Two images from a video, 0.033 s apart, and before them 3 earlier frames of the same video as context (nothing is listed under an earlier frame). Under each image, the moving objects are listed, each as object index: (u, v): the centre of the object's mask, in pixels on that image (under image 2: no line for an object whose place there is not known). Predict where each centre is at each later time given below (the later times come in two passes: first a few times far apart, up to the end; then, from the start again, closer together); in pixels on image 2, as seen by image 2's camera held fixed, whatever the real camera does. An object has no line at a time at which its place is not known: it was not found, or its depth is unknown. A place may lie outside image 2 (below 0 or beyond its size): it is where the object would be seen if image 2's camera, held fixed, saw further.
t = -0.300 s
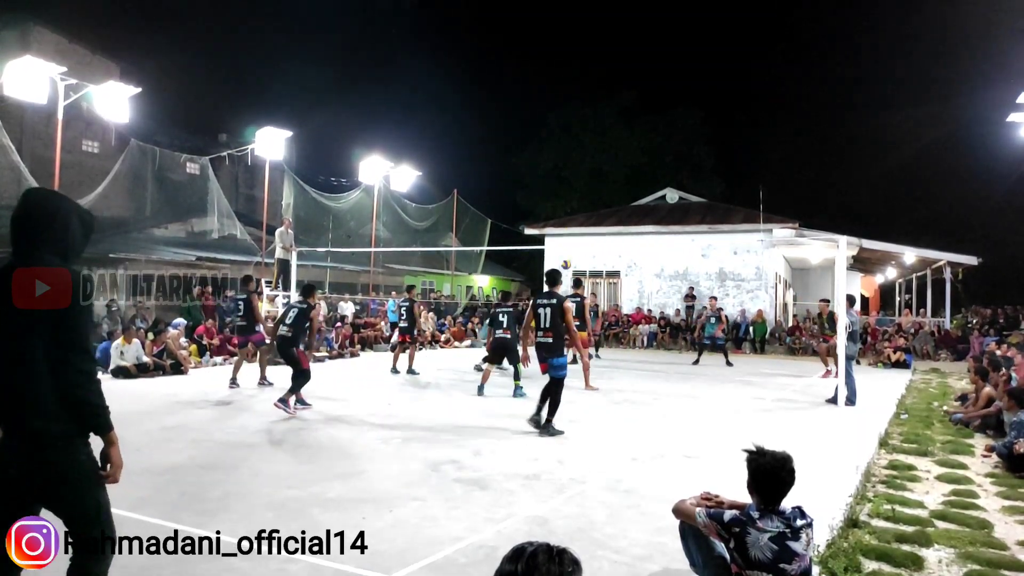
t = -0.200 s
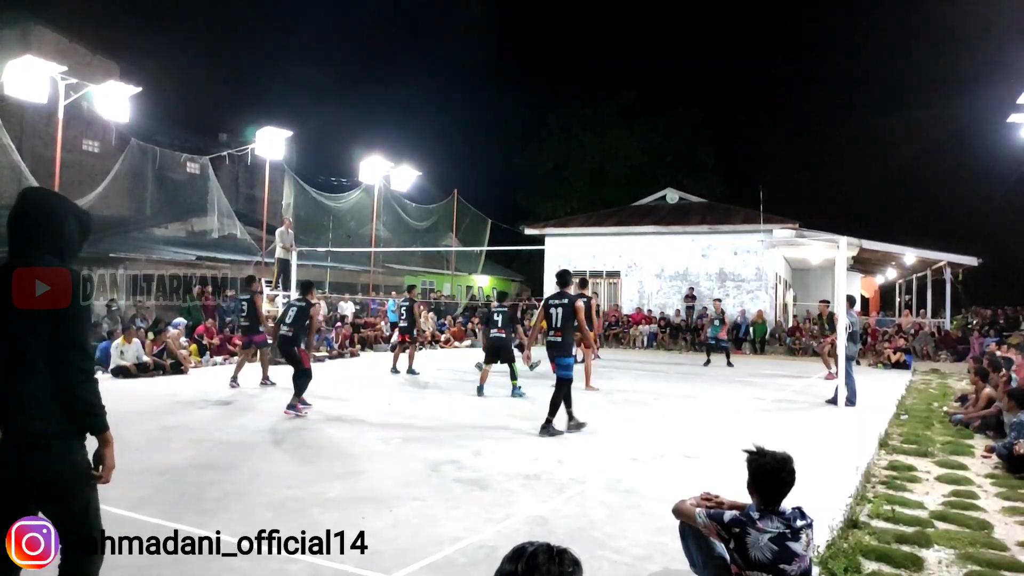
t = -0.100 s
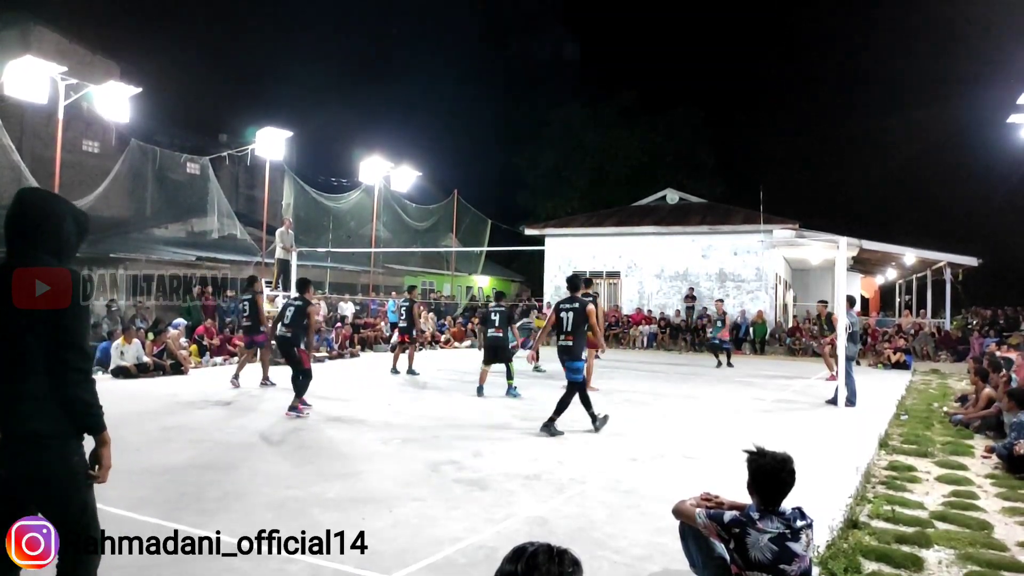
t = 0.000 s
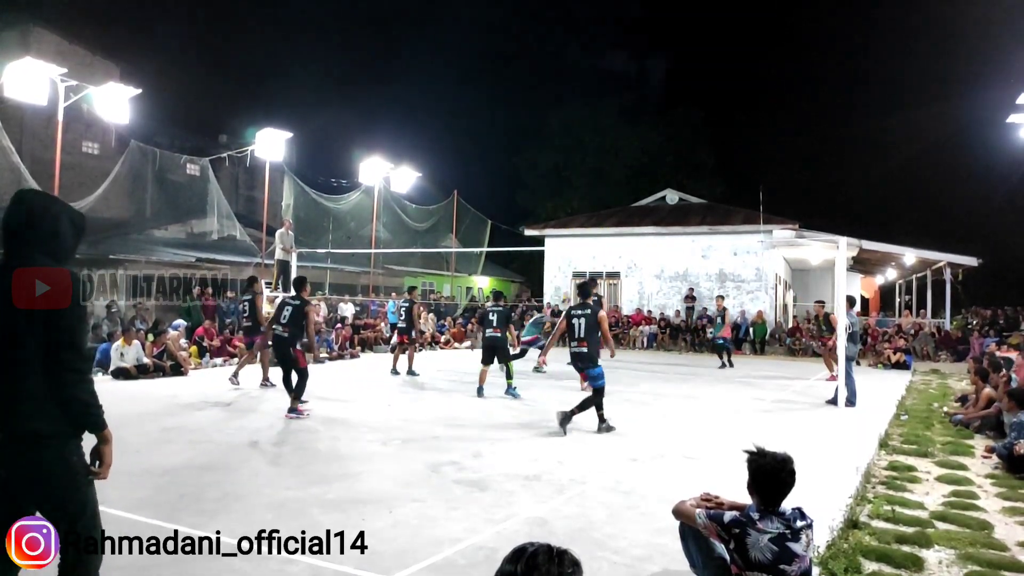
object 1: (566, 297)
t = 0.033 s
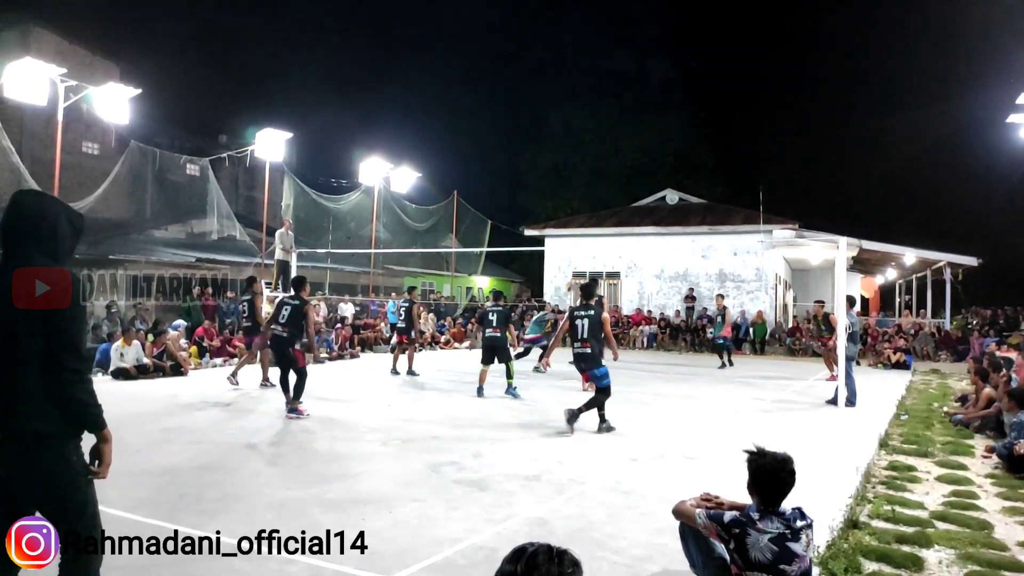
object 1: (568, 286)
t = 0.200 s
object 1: (593, 229)
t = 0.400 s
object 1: (619, 178)
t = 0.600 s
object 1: (646, 143)
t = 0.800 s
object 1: (674, 127)
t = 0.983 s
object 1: (701, 129)
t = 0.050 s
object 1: (572, 280)
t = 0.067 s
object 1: (575, 275)
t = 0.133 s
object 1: (583, 252)
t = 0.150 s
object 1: (585, 246)
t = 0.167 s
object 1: (588, 241)
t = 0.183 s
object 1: (590, 235)
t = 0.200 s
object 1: (593, 229)
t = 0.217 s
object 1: (594, 225)
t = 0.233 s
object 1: (597, 220)
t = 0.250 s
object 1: (599, 215)
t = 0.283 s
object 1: (603, 206)
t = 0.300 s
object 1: (605, 202)
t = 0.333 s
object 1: (610, 194)
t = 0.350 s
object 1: (612, 190)
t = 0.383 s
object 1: (617, 182)
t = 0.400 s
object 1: (619, 178)
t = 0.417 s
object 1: (621, 174)
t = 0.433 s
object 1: (623, 171)
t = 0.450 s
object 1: (625, 166)
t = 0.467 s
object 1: (627, 164)
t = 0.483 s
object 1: (630, 161)
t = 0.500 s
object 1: (632, 158)
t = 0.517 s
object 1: (635, 156)
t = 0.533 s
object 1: (637, 153)
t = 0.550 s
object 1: (639, 151)
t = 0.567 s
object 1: (642, 148)
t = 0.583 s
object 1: (644, 146)
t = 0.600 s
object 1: (646, 143)
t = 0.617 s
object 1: (648, 142)
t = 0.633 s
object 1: (651, 140)
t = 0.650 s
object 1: (653, 138)
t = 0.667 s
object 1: (656, 136)
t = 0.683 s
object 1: (658, 135)
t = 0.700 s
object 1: (660, 133)
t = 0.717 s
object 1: (662, 132)
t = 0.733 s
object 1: (665, 131)
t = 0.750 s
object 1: (667, 130)
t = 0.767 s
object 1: (669, 129)
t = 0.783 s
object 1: (672, 128)
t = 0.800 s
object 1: (674, 127)
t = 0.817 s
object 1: (676, 127)
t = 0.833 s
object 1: (679, 126)
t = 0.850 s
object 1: (681, 126)
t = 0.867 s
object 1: (683, 126)
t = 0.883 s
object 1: (686, 126)
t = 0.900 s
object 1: (688, 126)
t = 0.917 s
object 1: (691, 126)
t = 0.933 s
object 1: (693, 127)
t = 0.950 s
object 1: (696, 128)
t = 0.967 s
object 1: (698, 128)
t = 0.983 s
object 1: (701, 129)
